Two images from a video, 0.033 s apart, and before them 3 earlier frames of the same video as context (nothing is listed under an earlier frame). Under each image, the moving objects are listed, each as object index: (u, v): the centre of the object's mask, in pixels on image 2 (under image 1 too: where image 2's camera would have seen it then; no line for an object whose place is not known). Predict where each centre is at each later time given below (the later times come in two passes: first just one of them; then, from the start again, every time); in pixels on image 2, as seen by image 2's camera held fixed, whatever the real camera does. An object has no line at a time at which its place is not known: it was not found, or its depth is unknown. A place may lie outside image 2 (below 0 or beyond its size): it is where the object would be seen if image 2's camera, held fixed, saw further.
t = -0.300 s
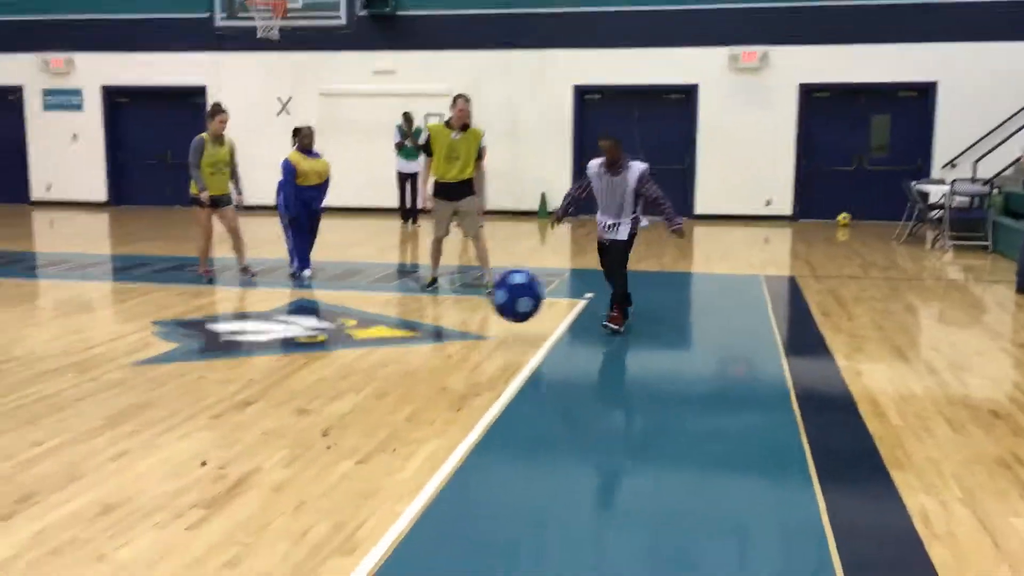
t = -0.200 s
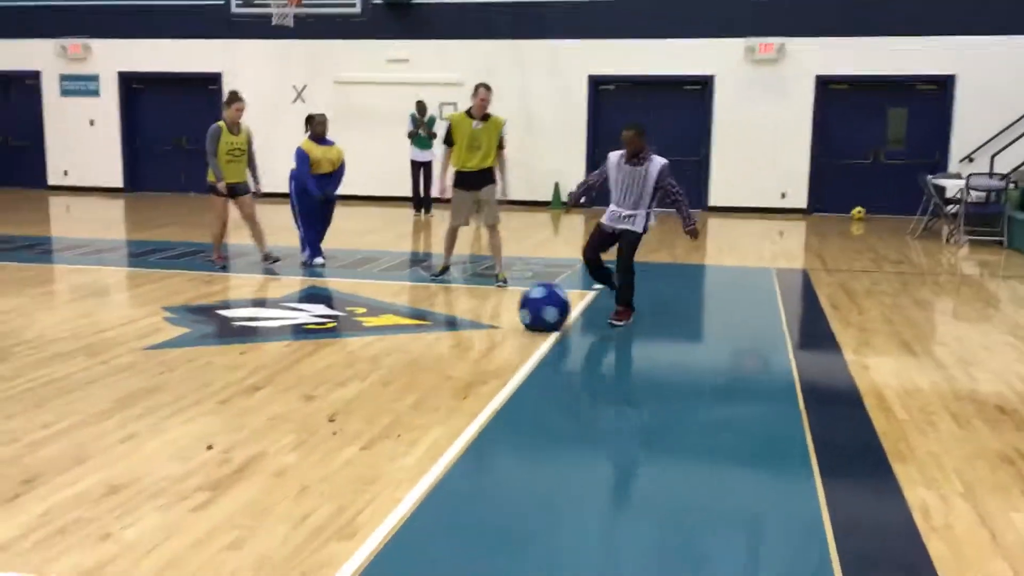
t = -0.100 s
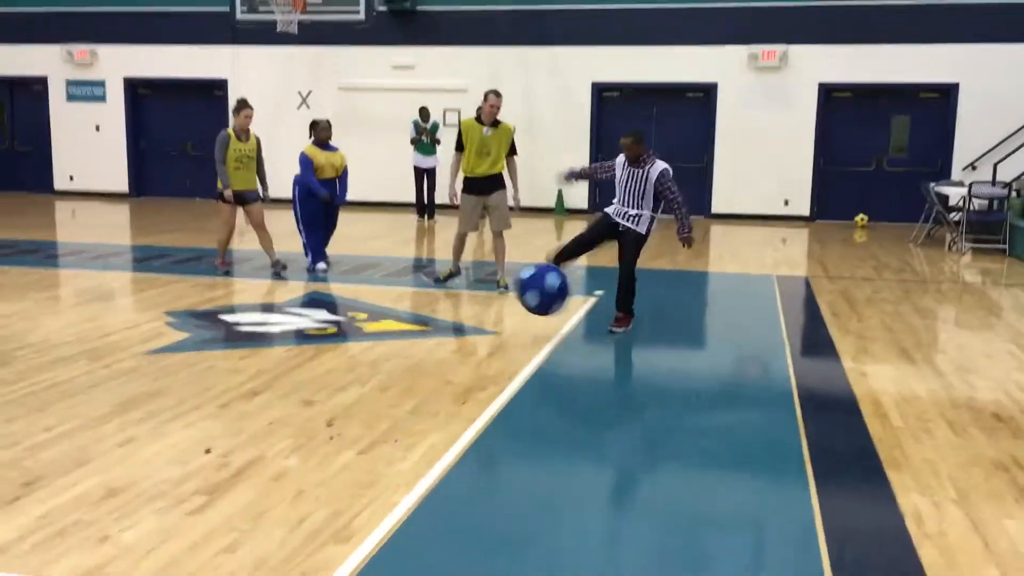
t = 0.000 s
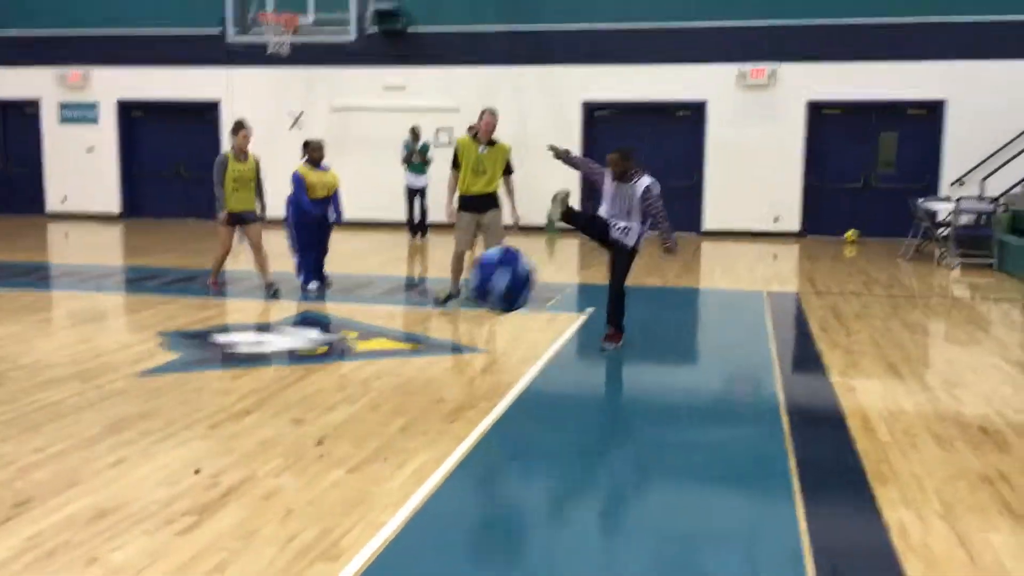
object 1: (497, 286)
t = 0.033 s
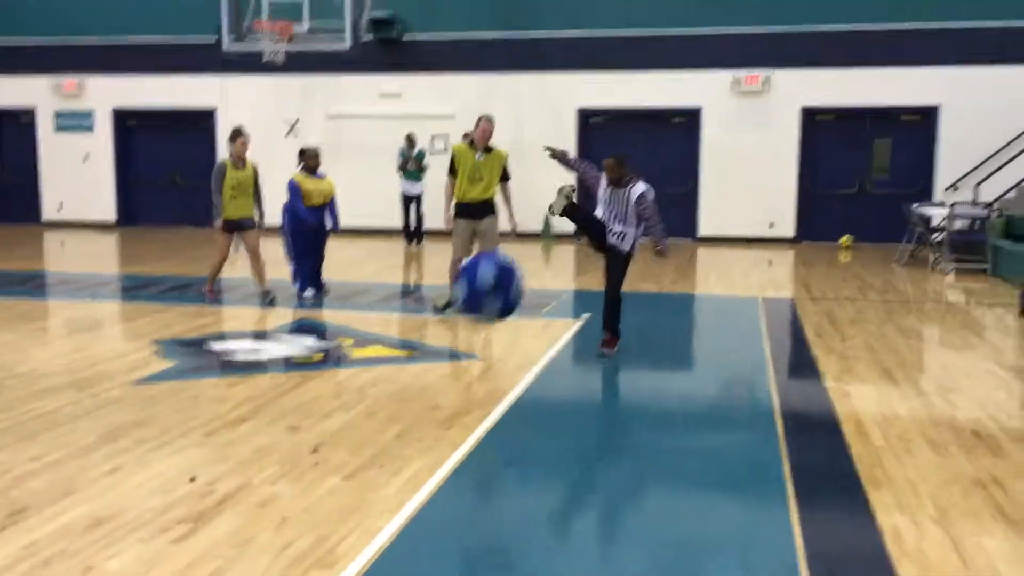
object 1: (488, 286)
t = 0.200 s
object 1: (429, 322)
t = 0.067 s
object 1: (480, 291)
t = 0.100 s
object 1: (471, 297)
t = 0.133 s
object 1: (458, 303)
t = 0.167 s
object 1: (444, 311)
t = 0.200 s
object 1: (429, 322)
